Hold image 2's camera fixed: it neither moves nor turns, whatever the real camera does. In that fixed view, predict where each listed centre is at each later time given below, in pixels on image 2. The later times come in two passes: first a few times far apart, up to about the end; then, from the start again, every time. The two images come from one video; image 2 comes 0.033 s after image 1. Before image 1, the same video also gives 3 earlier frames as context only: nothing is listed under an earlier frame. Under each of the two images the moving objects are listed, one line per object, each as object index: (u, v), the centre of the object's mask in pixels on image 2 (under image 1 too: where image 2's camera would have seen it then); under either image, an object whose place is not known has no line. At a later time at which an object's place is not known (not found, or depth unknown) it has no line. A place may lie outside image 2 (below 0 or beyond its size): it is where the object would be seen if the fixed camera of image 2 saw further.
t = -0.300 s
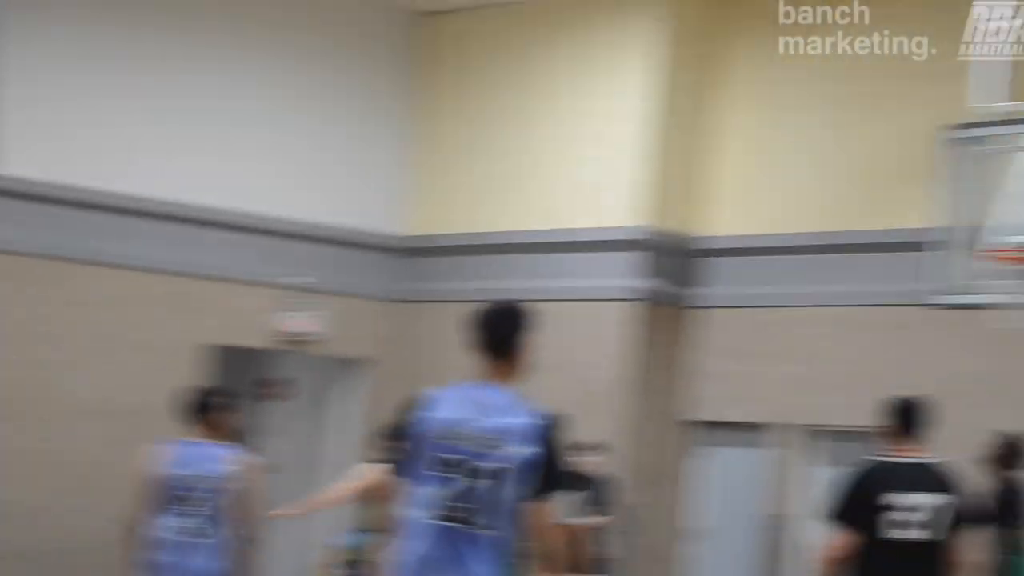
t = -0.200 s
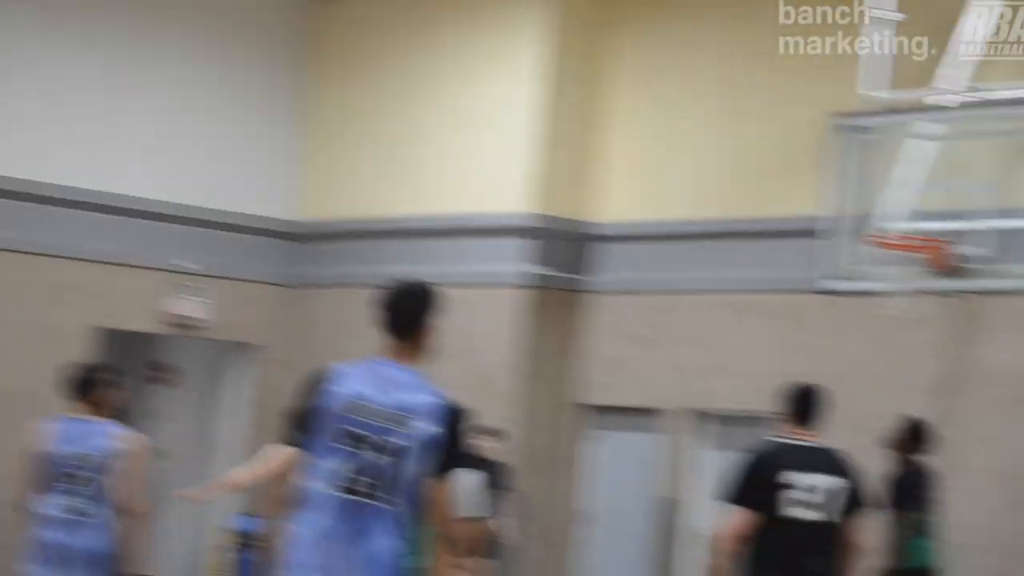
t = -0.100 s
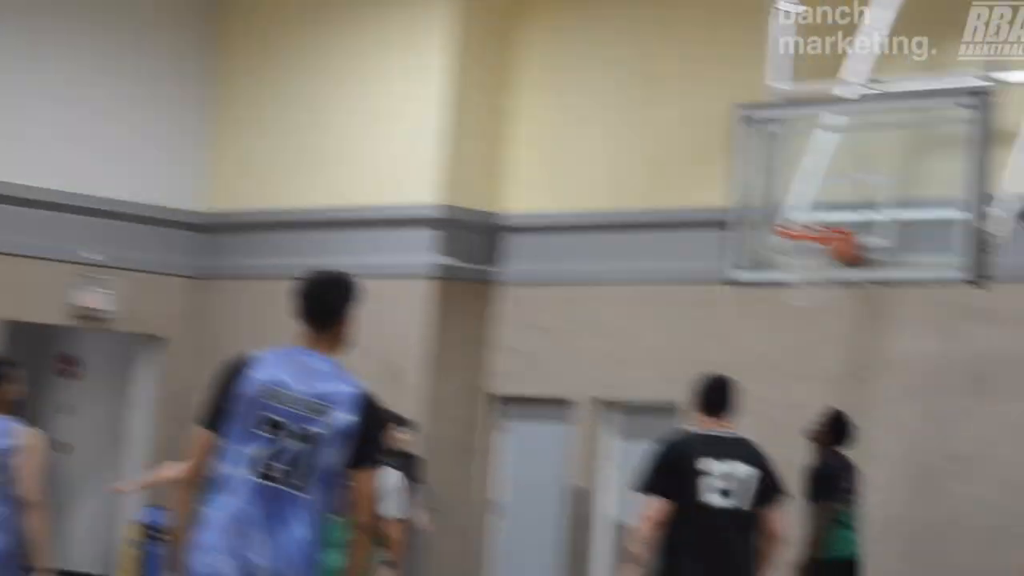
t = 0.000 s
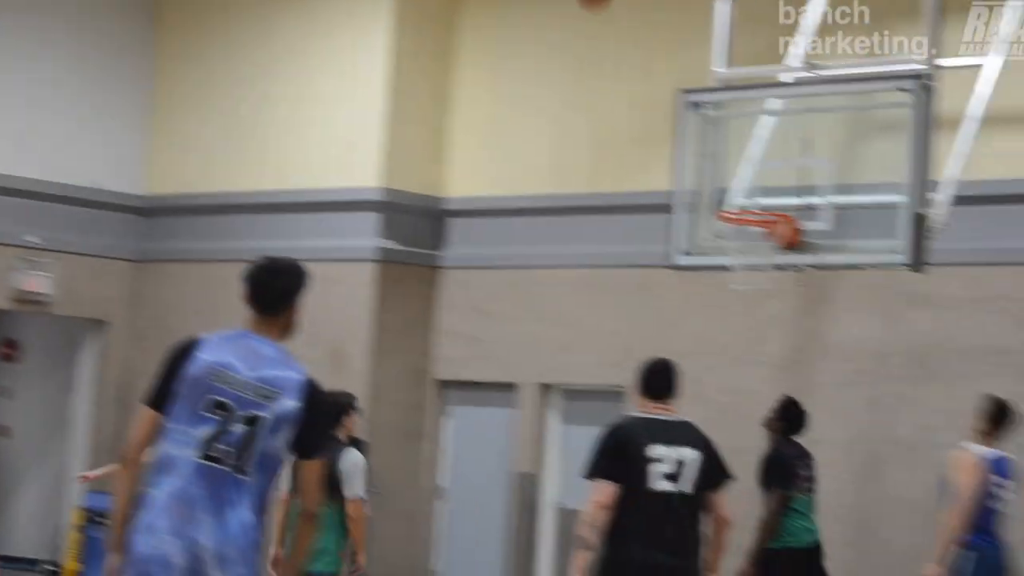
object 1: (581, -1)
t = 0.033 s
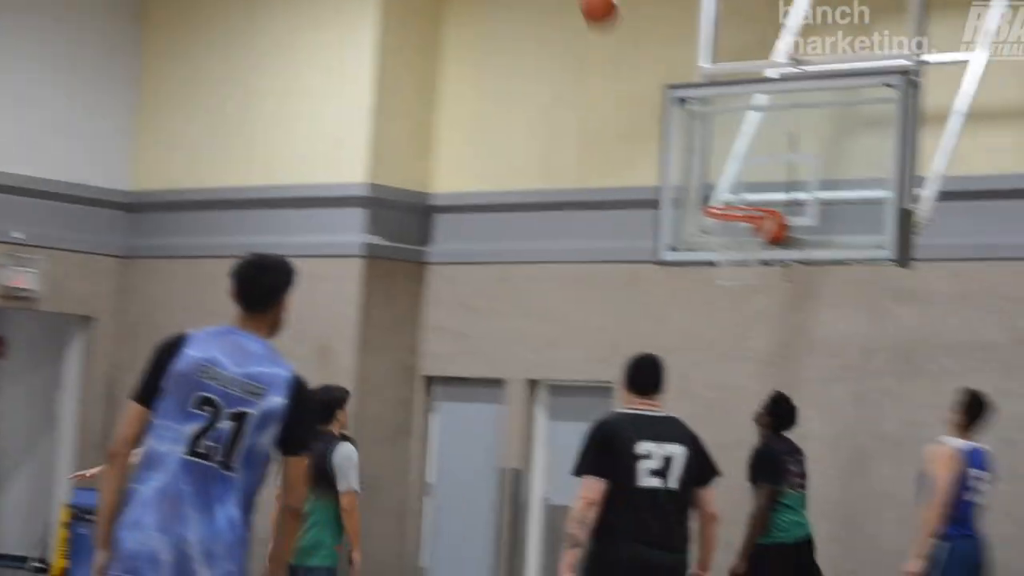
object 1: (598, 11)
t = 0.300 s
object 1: (748, 201)
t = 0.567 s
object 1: (706, 258)
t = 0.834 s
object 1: (697, 320)
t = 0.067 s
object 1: (617, 28)
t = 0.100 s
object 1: (636, 55)
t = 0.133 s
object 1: (654, 85)
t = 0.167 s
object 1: (677, 119)
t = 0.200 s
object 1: (693, 146)
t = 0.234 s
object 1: (712, 181)
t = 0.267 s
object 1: (731, 195)
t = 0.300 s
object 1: (748, 201)
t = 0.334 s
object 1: (750, 224)
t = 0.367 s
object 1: (744, 225)
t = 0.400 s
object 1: (732, 231)
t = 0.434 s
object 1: (722, 240)
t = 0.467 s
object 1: (713, 245)
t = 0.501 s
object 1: (708, 248)
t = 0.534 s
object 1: (705, 249)
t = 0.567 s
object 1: (706, 258)
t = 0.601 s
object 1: (704, 257)
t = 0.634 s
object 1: (703, 260)
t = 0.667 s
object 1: (702, 265)
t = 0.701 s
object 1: (701, 272)
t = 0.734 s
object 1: (700, 280)
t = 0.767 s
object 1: (699, 290)
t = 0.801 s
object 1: (698, 305)
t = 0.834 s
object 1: (697, 320)
